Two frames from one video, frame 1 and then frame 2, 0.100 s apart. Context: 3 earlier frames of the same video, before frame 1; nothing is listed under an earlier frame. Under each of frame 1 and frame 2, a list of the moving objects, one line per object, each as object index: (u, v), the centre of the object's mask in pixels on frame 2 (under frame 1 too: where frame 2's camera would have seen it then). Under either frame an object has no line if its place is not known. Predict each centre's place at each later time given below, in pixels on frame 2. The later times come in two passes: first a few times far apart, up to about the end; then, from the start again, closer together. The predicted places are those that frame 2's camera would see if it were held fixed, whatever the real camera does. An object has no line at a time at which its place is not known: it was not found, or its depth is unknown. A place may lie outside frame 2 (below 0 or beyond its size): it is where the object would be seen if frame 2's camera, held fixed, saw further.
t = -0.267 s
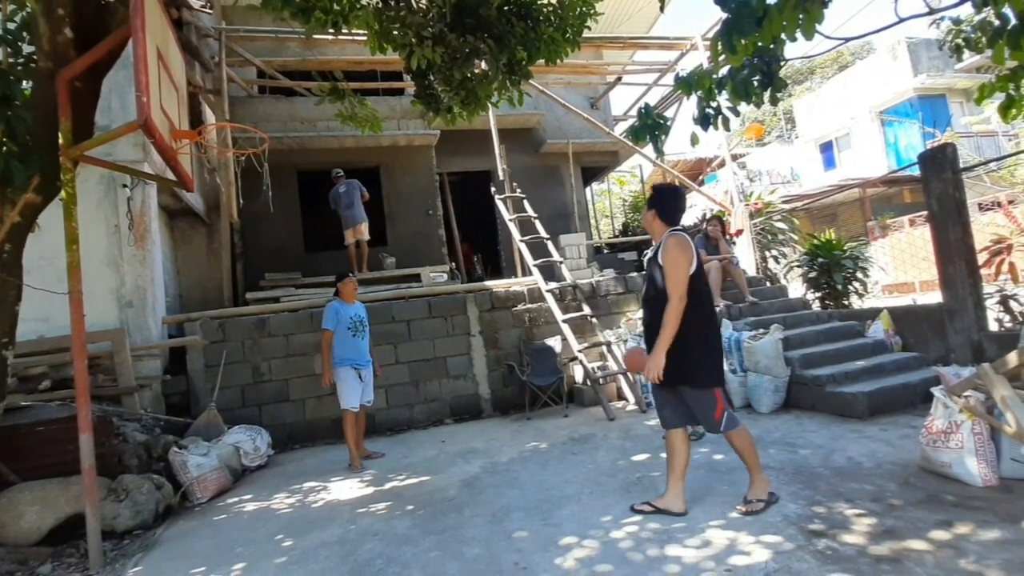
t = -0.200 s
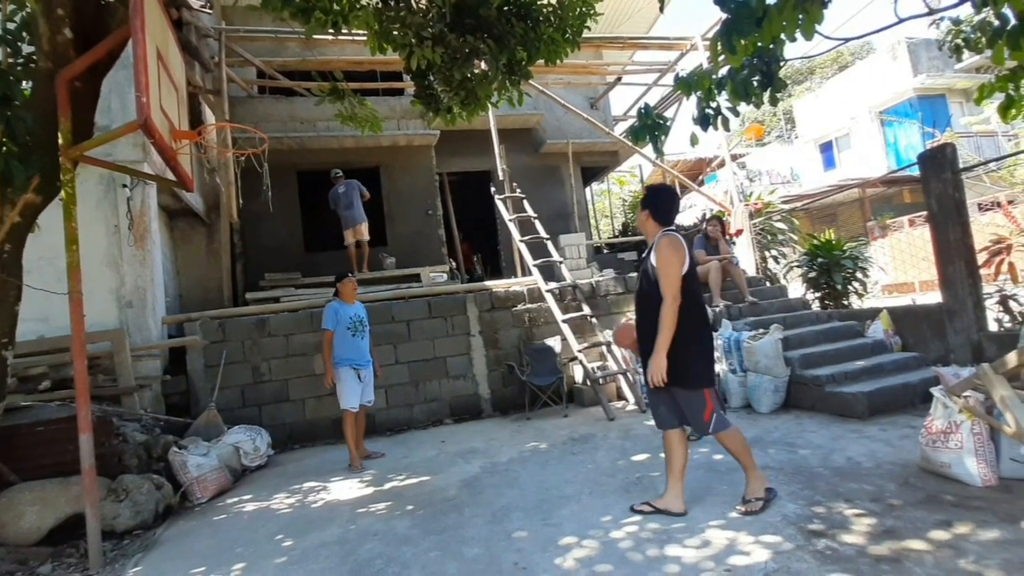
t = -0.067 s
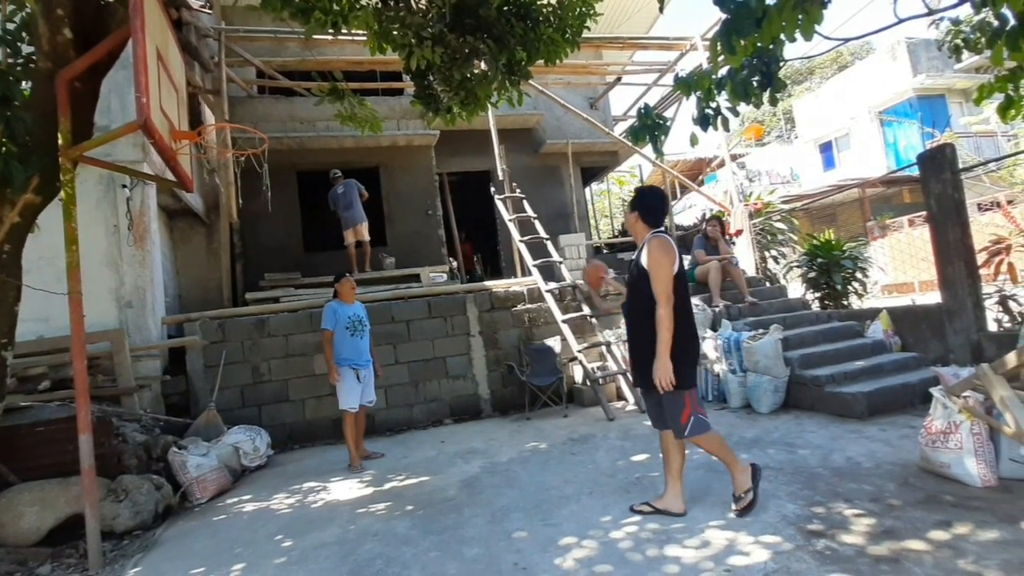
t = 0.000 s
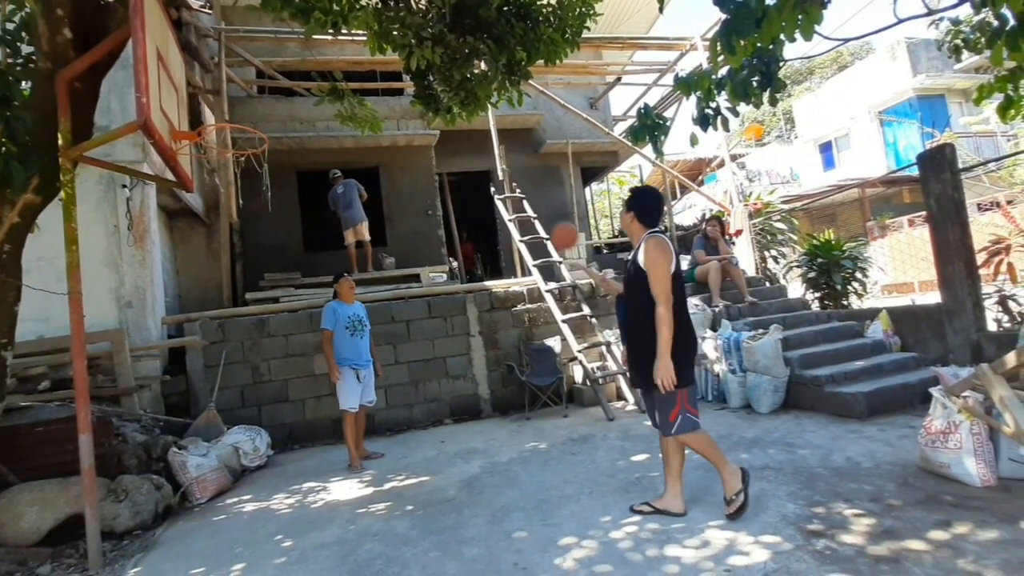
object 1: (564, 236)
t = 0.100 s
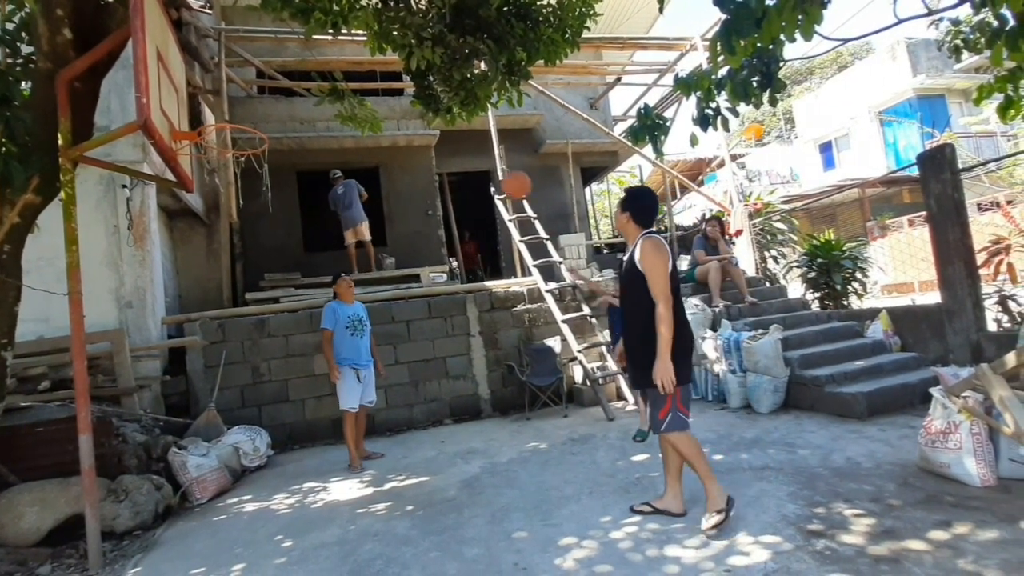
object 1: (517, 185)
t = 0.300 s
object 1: (417, 114)
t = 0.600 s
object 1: (249, 96)
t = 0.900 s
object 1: (208, 84)
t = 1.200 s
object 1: (242, 127)
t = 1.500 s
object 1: (251, 238)
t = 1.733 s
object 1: (266, 406)
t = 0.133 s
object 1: (500, 171)
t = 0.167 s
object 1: (482, 157)
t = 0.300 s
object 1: (417, 114)
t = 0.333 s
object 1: (399, 106)
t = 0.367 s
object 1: (380, 101)
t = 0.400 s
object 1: (362, 95)
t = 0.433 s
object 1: (344, 91)
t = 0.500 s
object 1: (307, 88)
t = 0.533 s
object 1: (288, 89)
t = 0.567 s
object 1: (268, 92)
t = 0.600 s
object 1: (249, 96)
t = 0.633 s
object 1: (229, 102)
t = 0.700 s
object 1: (197, 106)
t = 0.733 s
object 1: (188, 98)
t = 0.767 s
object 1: (186, 91)
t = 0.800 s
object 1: (192, 87)
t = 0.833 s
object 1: (197, 84)
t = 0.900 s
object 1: (208, 84)
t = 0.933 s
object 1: (213, 86)
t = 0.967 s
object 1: (219, 90)
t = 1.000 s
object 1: (225, 96)
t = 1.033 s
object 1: (231, 103)
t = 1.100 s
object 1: (240, 115)
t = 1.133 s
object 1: (240, 118)
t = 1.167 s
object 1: (240, 122)
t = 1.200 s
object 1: (242, 127)
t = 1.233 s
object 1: (242, 134)
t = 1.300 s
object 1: (244, 150)
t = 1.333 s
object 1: (246, 162)
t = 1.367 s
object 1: (246, 174)
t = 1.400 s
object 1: (247, 188)
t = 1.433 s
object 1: (248, 203)
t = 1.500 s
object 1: (251, 238)
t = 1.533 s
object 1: (253, 258)
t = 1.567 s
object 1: (255, 278)
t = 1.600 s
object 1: (257, 301)
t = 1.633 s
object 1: (259, 327)
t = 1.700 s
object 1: (265, 378)
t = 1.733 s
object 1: (266, 406)
